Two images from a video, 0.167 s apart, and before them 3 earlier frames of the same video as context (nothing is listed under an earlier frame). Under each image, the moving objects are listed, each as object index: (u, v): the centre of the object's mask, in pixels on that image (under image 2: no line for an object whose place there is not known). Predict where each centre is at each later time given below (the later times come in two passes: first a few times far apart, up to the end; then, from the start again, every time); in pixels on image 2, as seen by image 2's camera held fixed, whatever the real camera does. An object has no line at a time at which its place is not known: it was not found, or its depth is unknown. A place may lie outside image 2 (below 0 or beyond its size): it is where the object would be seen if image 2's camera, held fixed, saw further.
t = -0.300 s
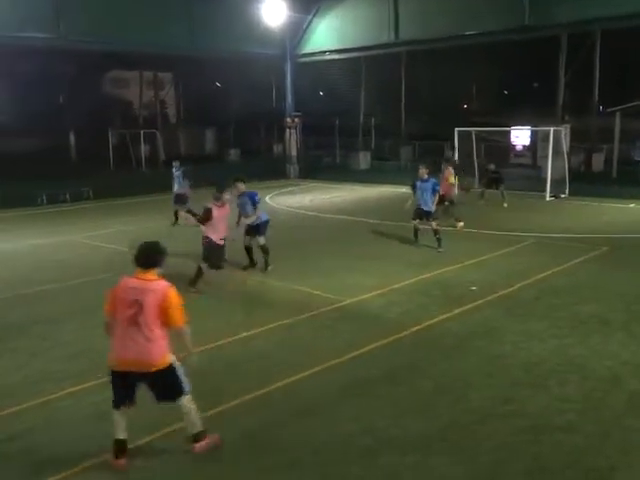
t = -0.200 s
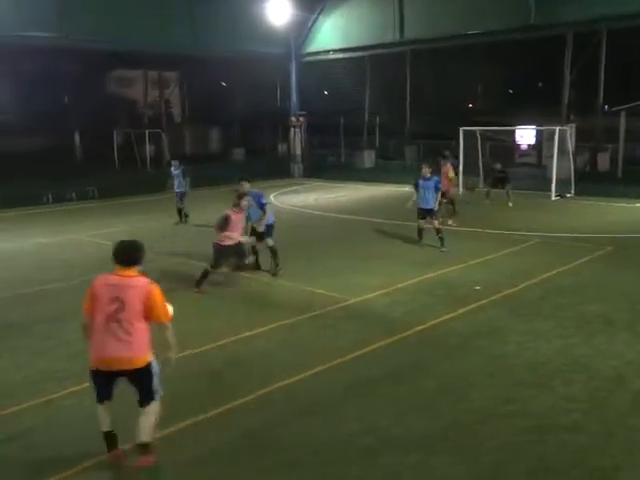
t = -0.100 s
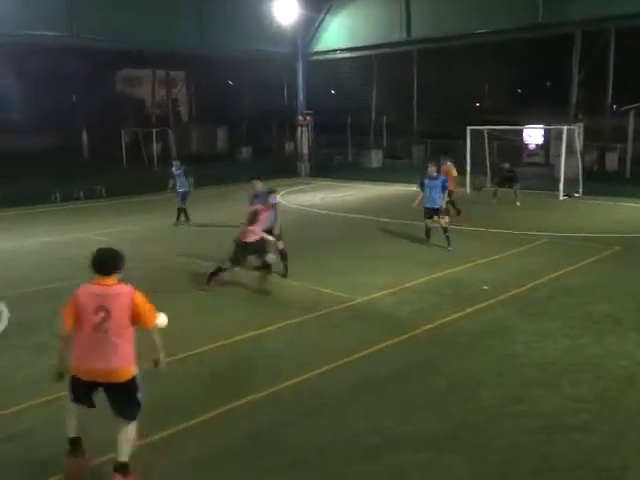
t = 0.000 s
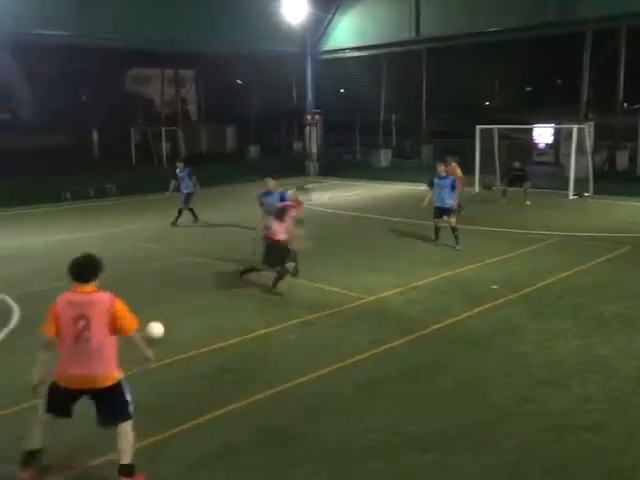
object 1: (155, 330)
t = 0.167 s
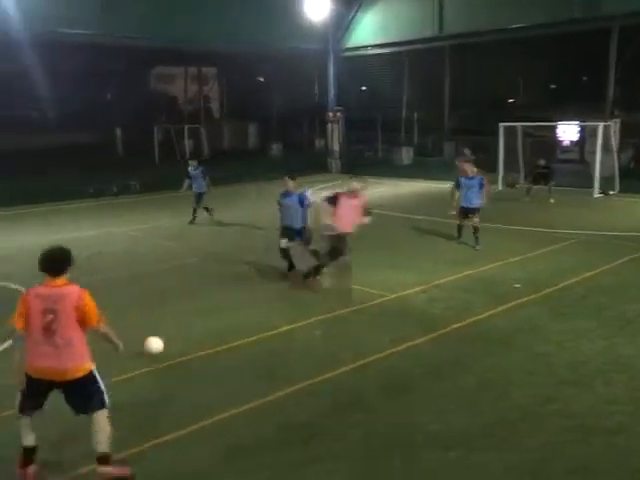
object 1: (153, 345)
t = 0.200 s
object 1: (150, 349)
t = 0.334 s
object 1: (130, 366)
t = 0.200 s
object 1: (150, 349)
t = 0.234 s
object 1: (145, 353)
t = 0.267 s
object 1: (139, 357)
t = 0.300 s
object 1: (135, 362)
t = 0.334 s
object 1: (130, 366)
